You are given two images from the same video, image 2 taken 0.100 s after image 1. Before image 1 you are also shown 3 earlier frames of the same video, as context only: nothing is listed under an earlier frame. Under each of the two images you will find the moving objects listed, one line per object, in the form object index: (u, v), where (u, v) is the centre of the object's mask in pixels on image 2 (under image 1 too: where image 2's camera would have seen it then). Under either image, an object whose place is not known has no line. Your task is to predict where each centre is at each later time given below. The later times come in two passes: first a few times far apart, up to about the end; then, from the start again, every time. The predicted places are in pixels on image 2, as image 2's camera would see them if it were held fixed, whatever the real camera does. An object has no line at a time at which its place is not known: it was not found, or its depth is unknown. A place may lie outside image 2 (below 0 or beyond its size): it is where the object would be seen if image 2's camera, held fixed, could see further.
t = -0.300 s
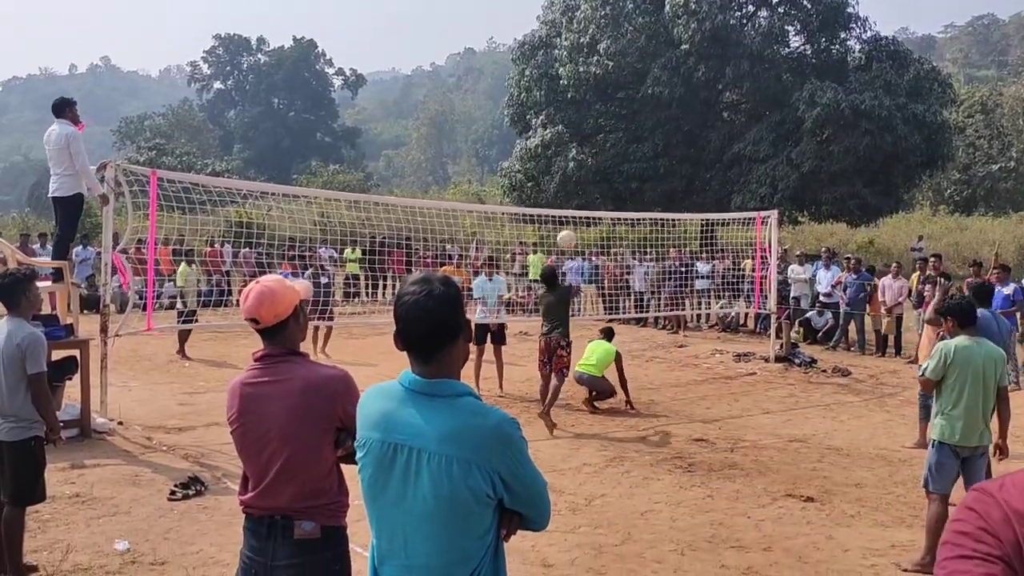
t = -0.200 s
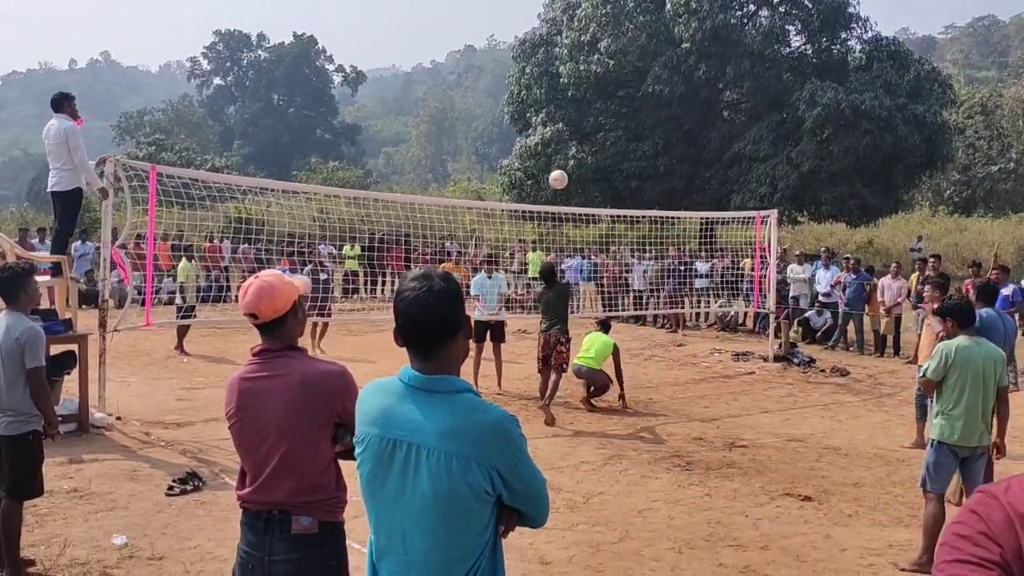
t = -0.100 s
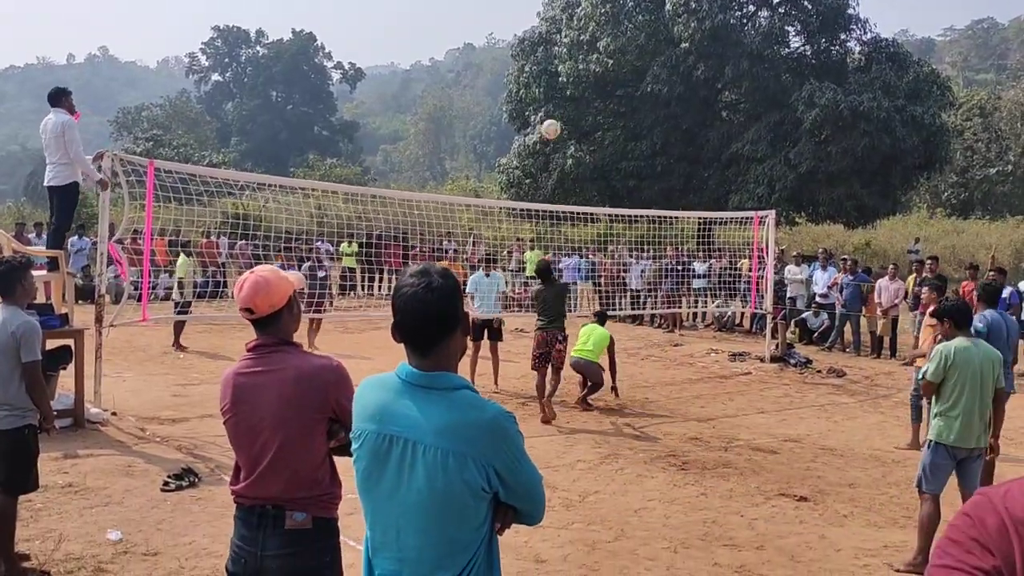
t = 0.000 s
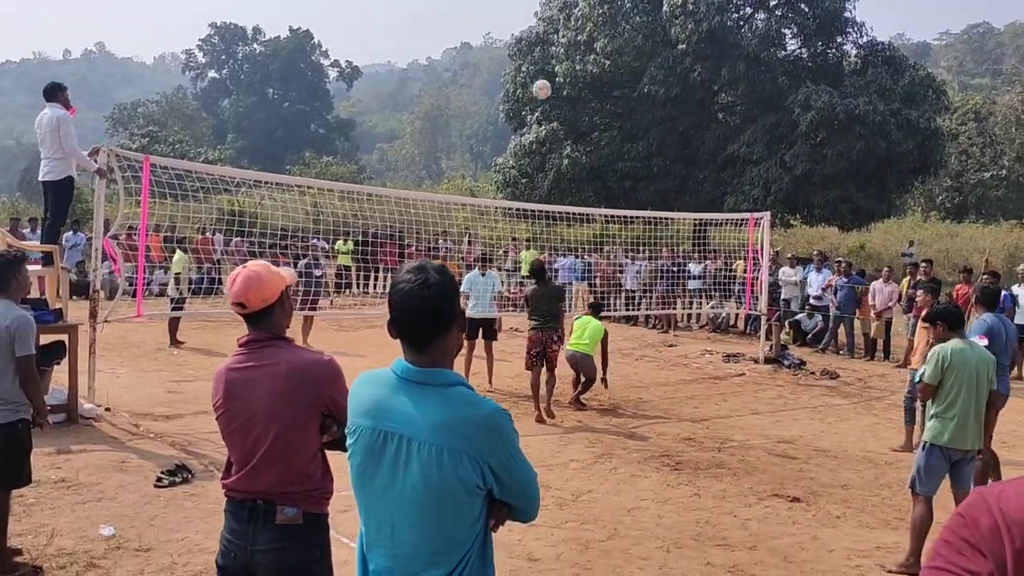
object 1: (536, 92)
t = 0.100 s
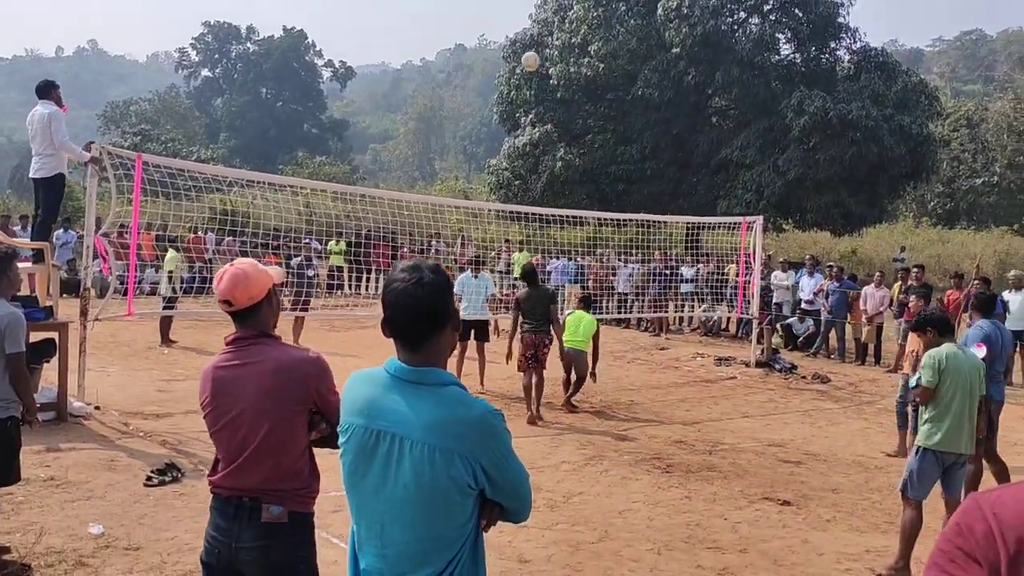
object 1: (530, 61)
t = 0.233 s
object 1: (523, 35)
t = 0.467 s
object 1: (511, 23)
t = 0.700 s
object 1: (498, 58)
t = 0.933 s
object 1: (483, 134)
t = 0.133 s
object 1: (529, 53)
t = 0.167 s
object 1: (526, 46)
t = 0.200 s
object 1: (525, 40)
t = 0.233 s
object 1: (523, 35)
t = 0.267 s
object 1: (519, 31)
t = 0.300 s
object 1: (520, 27)
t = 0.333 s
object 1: (518, 25)
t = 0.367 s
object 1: (517, 23)
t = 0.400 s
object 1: (514, 22)
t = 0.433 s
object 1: (513, 23)
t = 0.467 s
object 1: (511, 23)
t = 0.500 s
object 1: (509, 26)
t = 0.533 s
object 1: (507, 28)
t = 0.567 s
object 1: (505, 32)
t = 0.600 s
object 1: (504, 37)
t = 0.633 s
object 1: (502, 44)
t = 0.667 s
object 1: (501, 51)
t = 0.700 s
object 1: (498, 58)
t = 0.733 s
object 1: (496, 67)
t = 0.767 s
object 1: (493, 76)
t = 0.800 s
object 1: (492, 87)
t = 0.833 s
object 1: (489, 98)
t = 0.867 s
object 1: (488, 108)
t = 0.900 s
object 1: (485, 121)
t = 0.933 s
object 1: (483, 134)
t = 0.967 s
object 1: (481, 147)
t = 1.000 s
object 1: (479, 162)
